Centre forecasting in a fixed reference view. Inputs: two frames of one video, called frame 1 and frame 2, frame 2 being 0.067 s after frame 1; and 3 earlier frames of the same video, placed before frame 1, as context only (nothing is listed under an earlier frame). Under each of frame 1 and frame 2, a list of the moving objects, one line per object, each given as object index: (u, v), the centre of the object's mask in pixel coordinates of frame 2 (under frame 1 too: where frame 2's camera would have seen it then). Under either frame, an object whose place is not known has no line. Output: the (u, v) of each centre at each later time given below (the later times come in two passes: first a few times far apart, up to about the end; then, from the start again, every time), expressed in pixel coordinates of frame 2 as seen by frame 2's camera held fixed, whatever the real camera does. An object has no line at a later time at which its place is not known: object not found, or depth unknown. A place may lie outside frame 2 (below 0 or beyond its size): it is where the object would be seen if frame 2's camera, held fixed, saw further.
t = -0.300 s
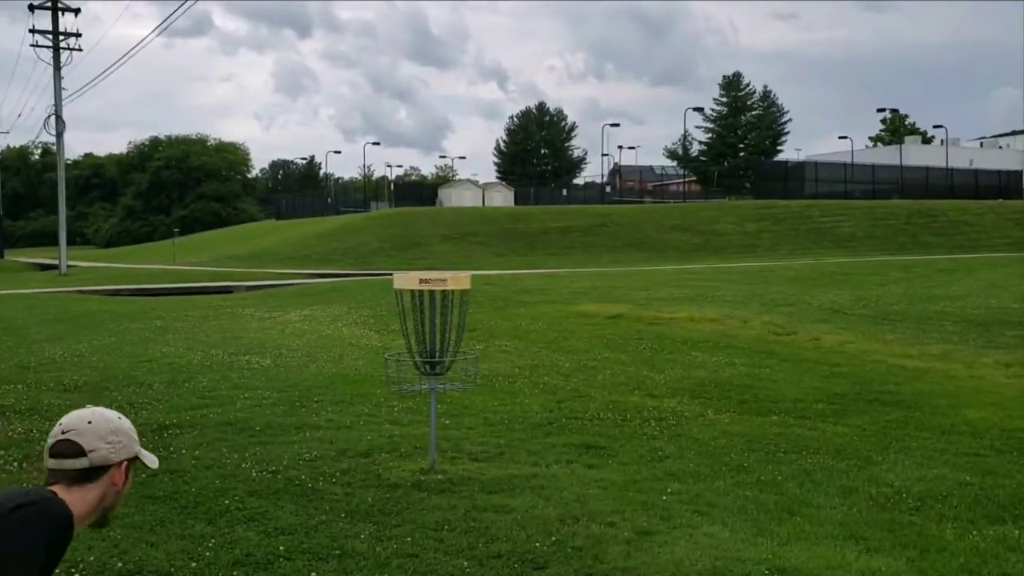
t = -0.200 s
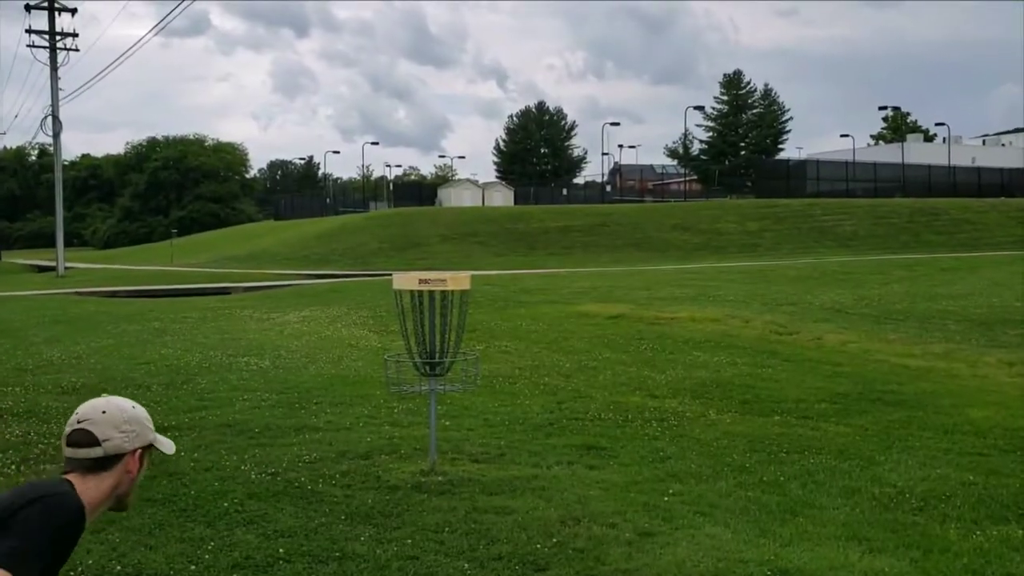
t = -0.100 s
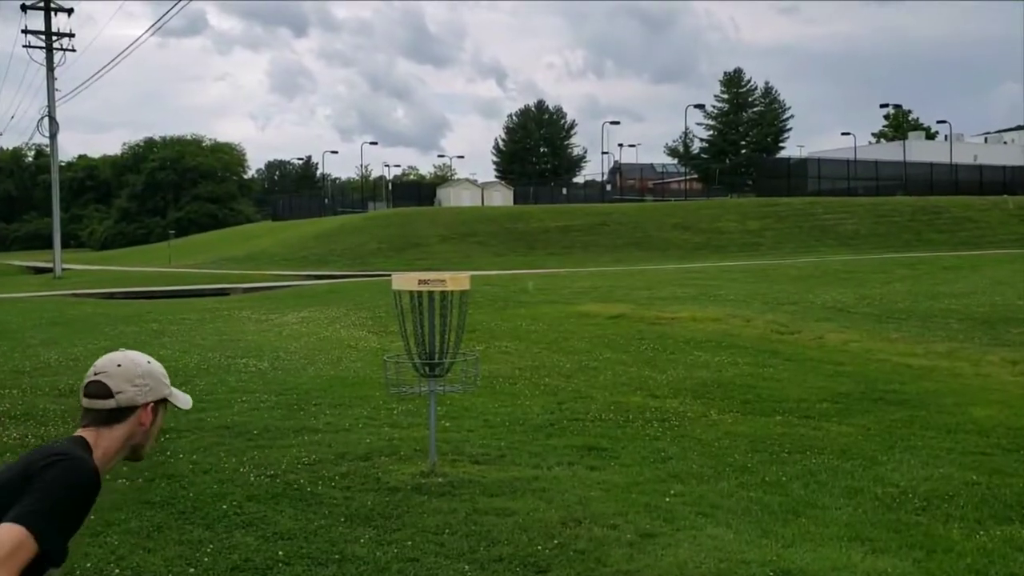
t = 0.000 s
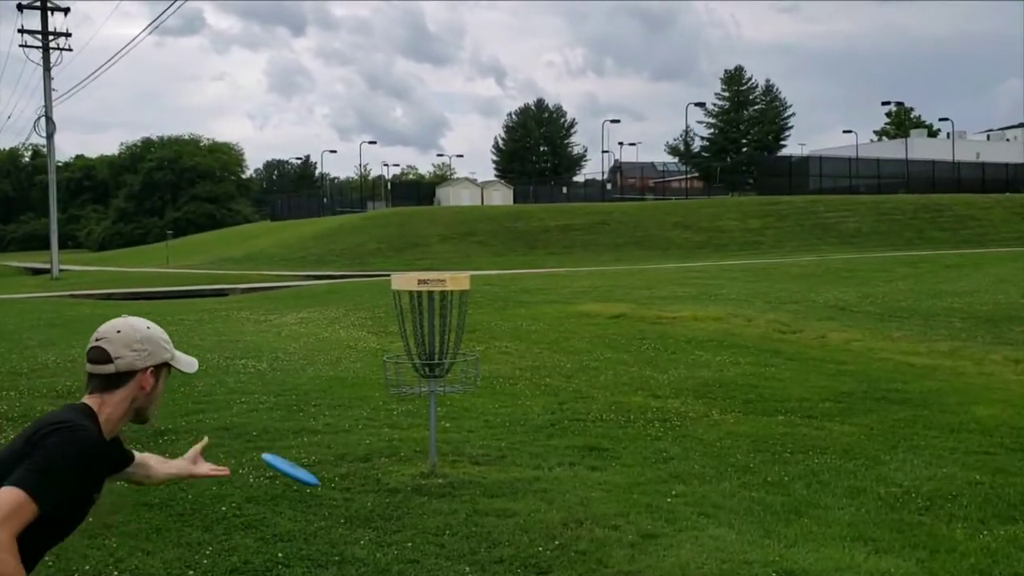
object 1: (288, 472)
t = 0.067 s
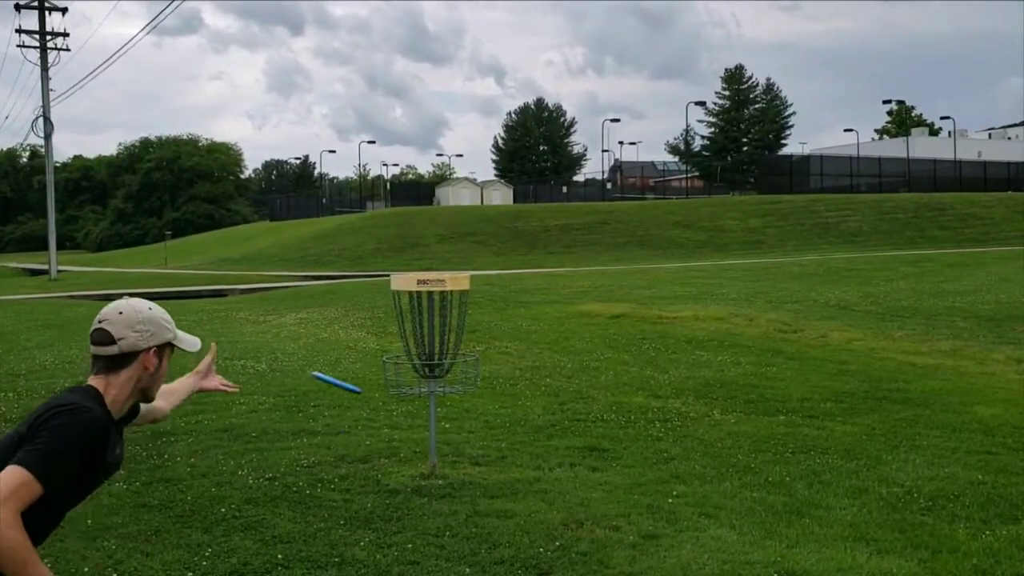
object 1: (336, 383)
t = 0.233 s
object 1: (396, 310)
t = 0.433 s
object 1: (429, 320)
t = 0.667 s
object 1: (439, 343)
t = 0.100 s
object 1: (352, 355)
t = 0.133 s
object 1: (367, 336)
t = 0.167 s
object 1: (379, 323)
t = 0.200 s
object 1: (388, 315)
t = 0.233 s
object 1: (396, 310)
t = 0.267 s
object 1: (404, 308)
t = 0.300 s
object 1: (411, 309)
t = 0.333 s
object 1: (416, 311)
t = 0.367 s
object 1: (423, 315)
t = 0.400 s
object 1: (427, 319)
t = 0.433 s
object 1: (429, 320)
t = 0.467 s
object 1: (432, 318)
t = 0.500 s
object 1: (433, 319)
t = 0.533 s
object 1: (435, 321)
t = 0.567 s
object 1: (437, 324)
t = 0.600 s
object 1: (438, 330)
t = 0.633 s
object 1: (439, 336)
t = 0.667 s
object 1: (439, 343)
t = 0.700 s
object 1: (440, 352)
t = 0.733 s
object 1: (440, 357)
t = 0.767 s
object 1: (439, 363)
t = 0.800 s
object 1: (439, 366)
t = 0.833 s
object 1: (440, 371)
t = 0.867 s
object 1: (441, 376)
